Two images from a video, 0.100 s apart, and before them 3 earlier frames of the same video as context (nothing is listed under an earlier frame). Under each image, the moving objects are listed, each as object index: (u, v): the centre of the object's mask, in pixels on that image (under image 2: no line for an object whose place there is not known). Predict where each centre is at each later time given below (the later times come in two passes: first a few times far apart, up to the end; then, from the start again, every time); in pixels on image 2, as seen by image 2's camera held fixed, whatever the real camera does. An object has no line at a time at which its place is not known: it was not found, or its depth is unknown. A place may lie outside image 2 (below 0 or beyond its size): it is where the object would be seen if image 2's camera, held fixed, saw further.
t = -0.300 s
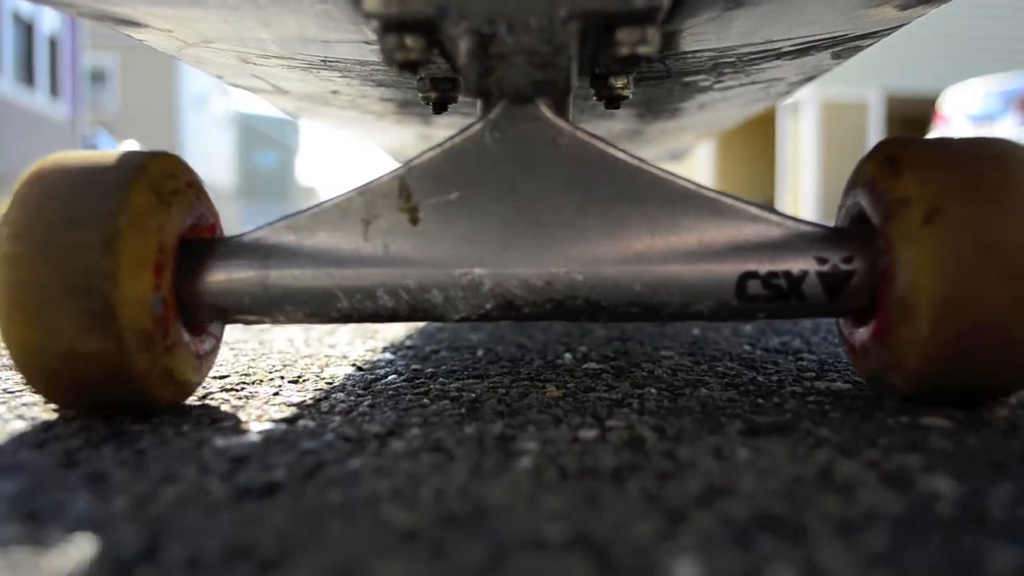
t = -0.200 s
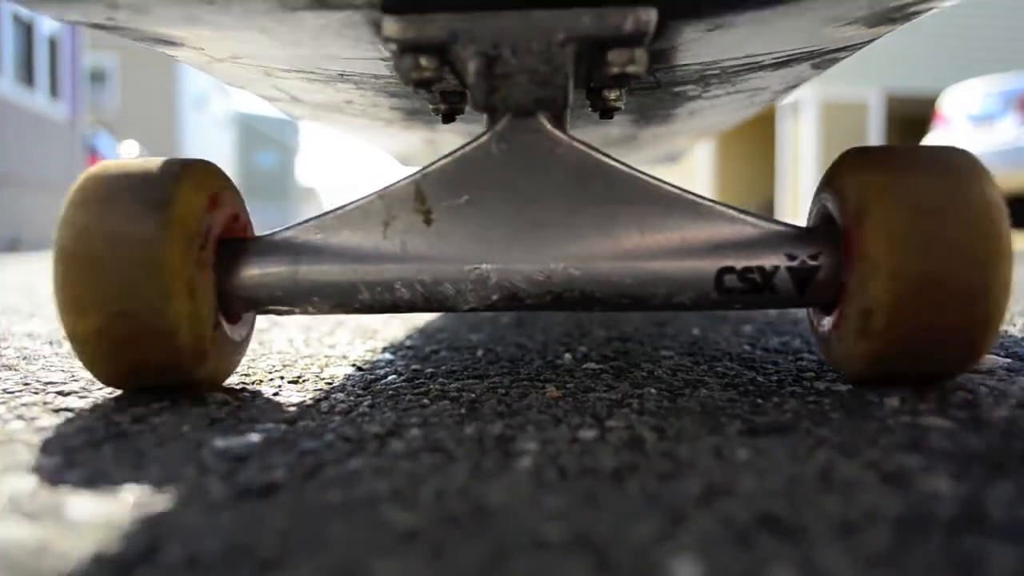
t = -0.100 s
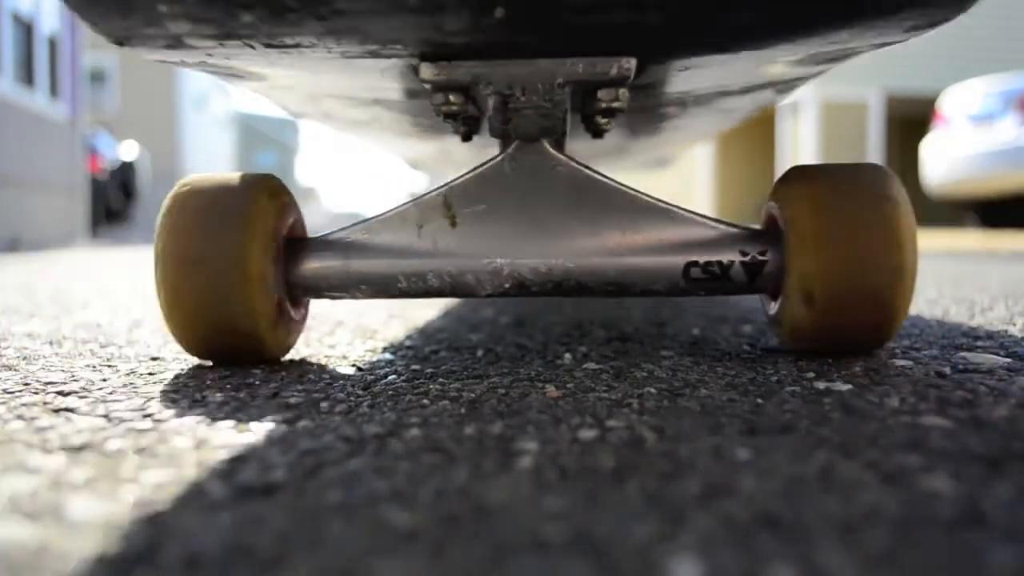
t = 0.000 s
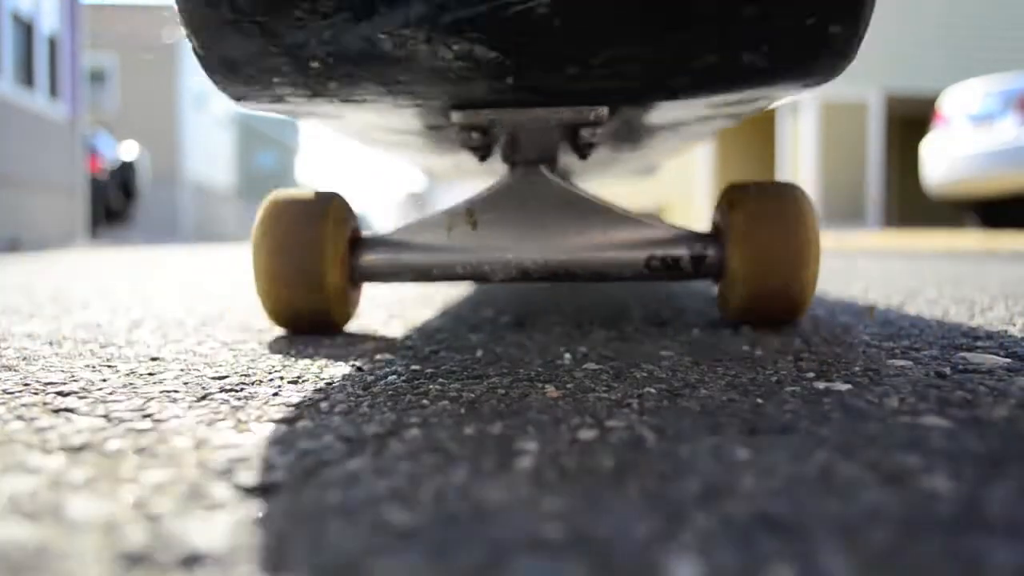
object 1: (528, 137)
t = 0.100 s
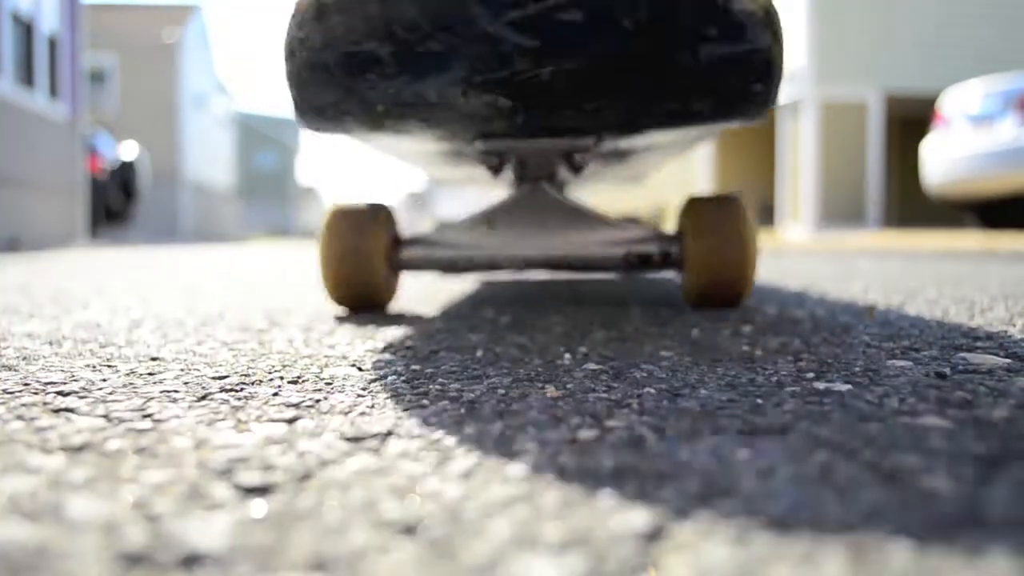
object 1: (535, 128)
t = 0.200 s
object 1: (538, 132)
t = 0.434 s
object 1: (538, 171)
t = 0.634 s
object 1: (535, 191)
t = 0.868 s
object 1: (540, 191)
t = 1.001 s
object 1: (543, 203)
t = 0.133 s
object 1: (536, 127)
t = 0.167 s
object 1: (537, 128)
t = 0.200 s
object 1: (538, 132)
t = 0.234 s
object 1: (538, 141)
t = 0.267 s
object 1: (538, 148)
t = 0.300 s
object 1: (538, 155)
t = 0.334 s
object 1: (538, 161)
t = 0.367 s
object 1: (538, 166)
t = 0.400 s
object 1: (537, 169)
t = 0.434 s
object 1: (538, 171)
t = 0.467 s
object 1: (537, 176)
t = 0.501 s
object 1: (537, 180)
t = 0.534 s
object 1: (535, 184)
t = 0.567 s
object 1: (534, 187)
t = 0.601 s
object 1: (535, 189)
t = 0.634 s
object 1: (535, 191)
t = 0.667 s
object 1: (538, 190)
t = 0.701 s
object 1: (535, 193)
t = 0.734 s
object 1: (538, 192)
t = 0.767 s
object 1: (534, 193)
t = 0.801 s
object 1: (533, 192)
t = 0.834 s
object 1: (533, 192)
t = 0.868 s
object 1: (540, 191)
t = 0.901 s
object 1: (542, 200)
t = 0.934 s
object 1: (542, 202)
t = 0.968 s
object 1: (542, 202)
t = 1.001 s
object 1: (543, 203)
